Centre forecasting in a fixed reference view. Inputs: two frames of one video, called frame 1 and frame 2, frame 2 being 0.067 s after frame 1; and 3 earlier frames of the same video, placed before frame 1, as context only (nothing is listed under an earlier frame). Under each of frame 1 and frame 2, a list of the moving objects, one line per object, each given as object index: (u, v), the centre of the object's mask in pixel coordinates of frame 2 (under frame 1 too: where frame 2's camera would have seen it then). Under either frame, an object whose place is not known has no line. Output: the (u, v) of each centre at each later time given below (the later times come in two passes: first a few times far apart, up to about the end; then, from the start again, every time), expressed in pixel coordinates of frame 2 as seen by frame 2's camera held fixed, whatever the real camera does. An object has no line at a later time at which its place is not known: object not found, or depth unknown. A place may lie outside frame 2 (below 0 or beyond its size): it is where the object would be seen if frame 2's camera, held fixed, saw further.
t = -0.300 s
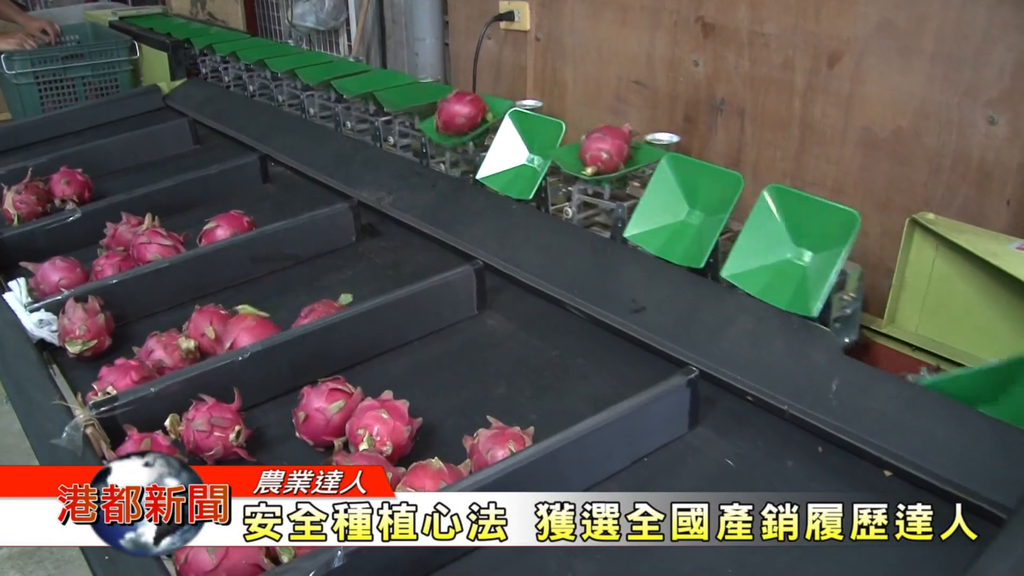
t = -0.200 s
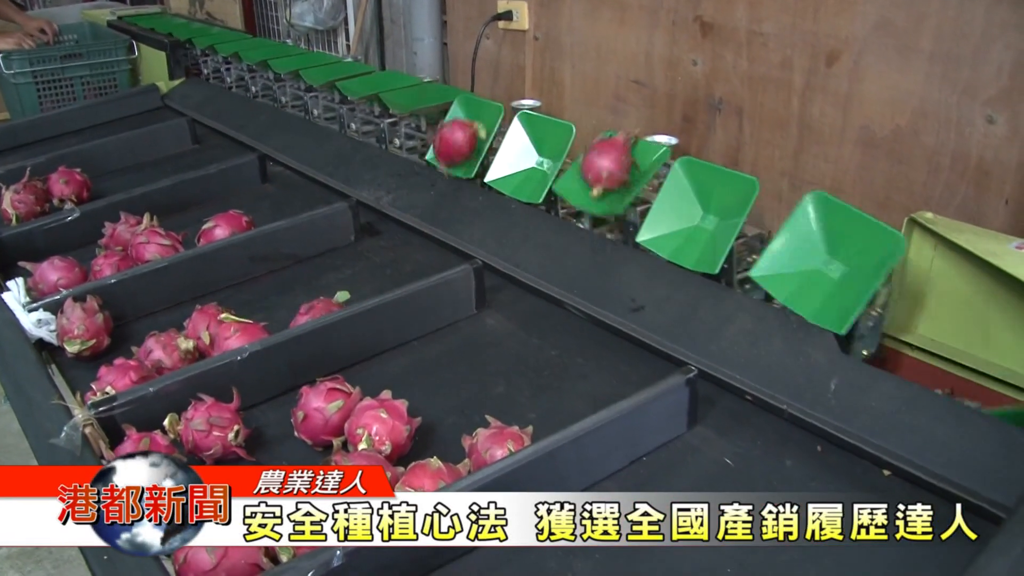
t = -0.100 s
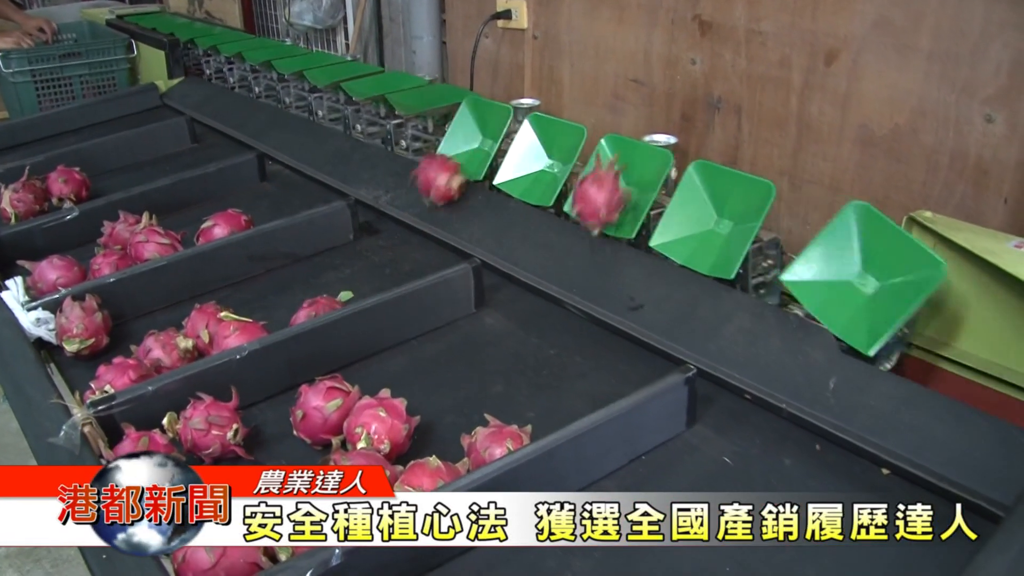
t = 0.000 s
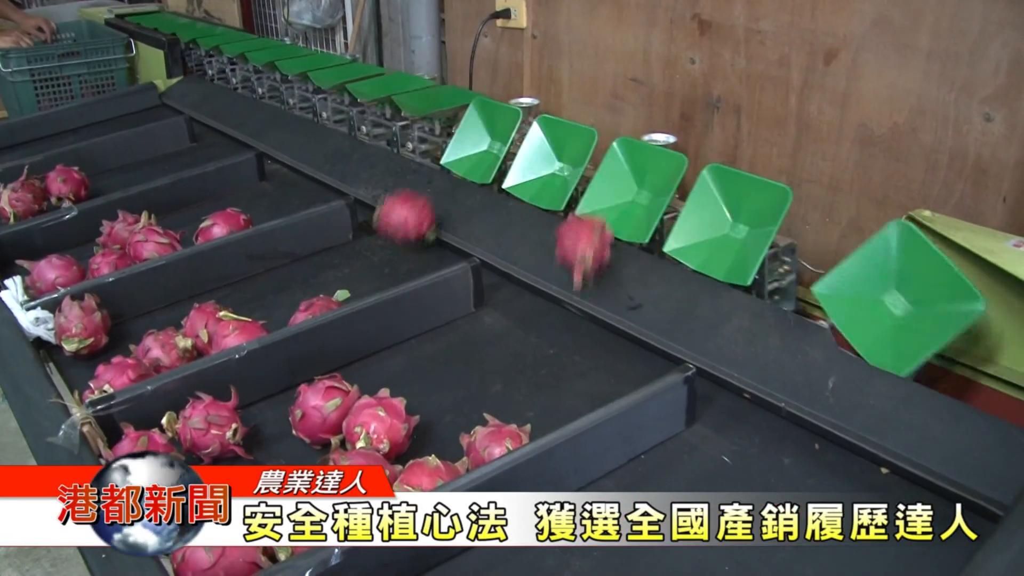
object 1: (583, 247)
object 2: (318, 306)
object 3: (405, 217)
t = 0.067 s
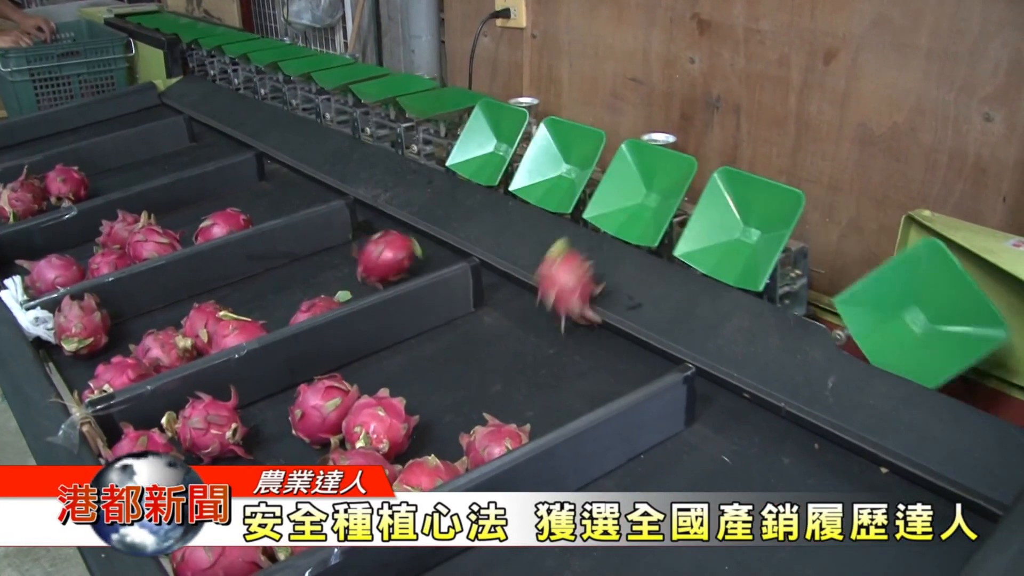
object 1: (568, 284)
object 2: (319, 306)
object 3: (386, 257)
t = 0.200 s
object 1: (516, 346)
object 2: (313, 309)
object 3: (353, 275)
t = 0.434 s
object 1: (438, 421)
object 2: (307, 313)
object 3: (347, 289)
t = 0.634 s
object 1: (437, 421)
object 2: (306, 313)
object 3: (346, 289)
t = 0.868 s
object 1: (437, 421)
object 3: (347, 289)
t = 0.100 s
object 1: (554, 304)
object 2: (320, 306)
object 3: (379, 253)
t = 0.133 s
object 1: (540, 330)
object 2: (321, 306)
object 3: (370, 254)
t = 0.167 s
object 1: (528, 346)
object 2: (321, 306)
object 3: (362, 264)
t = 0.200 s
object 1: (516, 346)
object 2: (313, 309)
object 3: (353, 275)
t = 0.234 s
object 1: (503, 351)
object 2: (309, 311)
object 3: (351, 280)
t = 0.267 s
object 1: (490, 365)
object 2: (308, 312)
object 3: (350, 285)
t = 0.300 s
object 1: (478, 384)
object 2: (307, 313)
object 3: (350, 289)
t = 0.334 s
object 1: (461, 400)
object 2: (310, 312)
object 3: (351, 287)
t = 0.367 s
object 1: (441, 411)
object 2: (308, 312)
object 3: (350, 288)
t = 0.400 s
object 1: (438, 416)
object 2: (307, 313)
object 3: (348, 289)
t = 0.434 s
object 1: (438, 421)
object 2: (307, 313)
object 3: (347, 289)
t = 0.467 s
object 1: (437, 421)
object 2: (306, 313)
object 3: (346, 289)
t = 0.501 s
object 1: (437, 421)
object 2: (306, 313)
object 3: (346, 289)
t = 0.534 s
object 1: (437, 421)
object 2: (306, 313)
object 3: (346, 289)
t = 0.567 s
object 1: (437, 421)
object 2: (306, 313)
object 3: (346, 289)
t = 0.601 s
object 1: (437, 421)
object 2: (306, 313)
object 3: (346, 289)
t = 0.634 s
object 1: (437, 421)
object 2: (306, 313)
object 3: (346, 289)
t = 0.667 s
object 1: (437, 421)
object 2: (306, 313)
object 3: (347, 289)
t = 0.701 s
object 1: (437, 421)
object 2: (306, 313)
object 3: (347, 289)
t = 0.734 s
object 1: (437, 421)
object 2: (306, 313)
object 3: (347, 289)
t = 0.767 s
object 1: (437, 421)
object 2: (306, 313)
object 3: (347, 289)
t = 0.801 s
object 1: (437, 421)
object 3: (347, 289)
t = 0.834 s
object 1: (437, 421)
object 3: (347, 289)
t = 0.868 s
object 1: (437, 421)
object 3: (347, 289)
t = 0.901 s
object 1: (437, 421)
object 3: (347, 289)
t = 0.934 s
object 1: (437, 421)
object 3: (347, 289)
